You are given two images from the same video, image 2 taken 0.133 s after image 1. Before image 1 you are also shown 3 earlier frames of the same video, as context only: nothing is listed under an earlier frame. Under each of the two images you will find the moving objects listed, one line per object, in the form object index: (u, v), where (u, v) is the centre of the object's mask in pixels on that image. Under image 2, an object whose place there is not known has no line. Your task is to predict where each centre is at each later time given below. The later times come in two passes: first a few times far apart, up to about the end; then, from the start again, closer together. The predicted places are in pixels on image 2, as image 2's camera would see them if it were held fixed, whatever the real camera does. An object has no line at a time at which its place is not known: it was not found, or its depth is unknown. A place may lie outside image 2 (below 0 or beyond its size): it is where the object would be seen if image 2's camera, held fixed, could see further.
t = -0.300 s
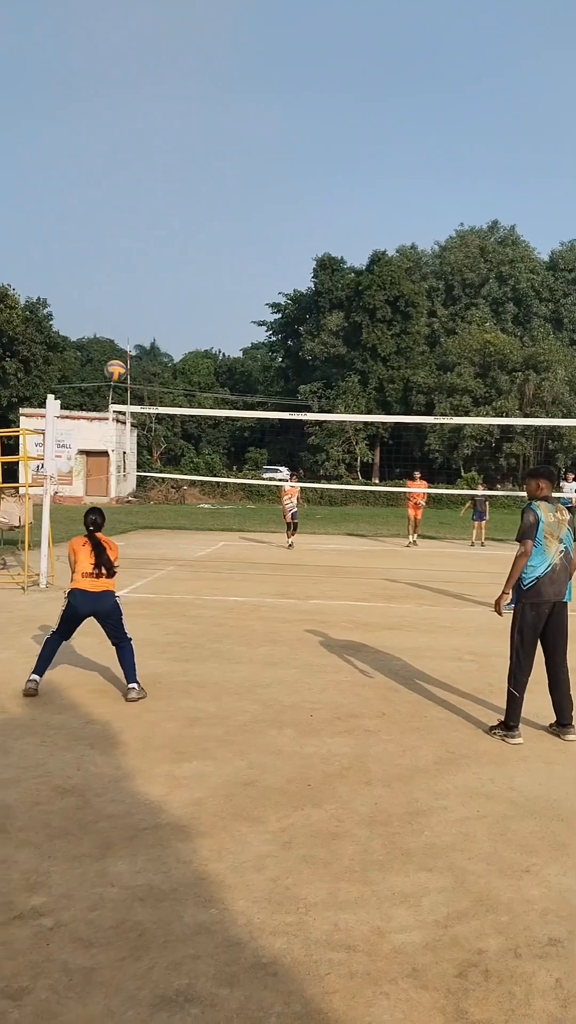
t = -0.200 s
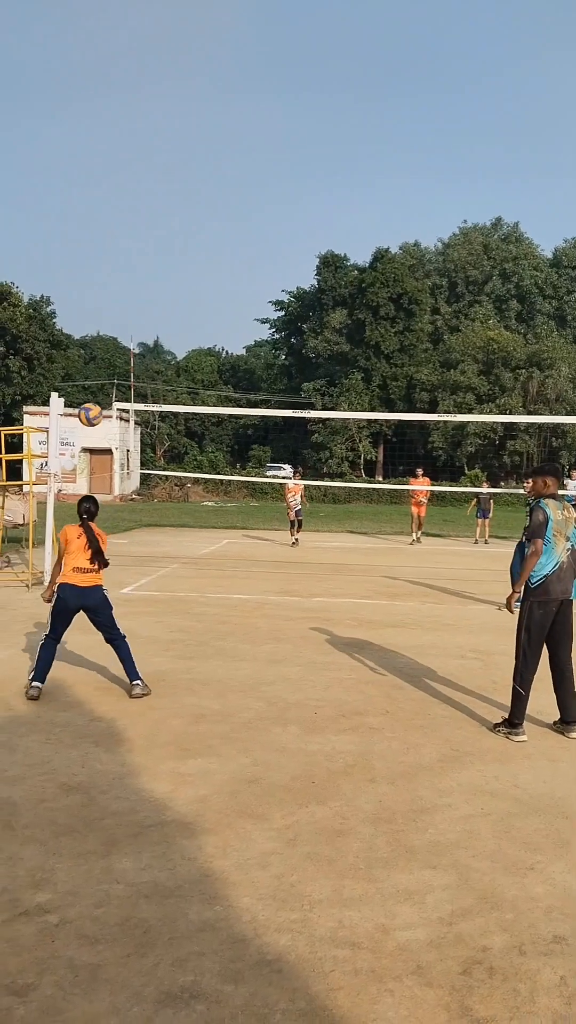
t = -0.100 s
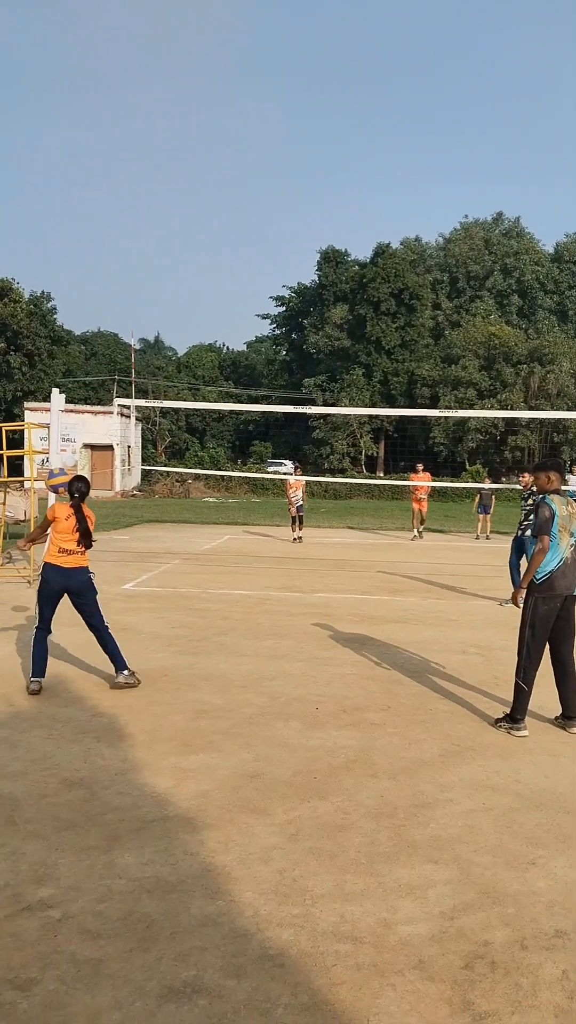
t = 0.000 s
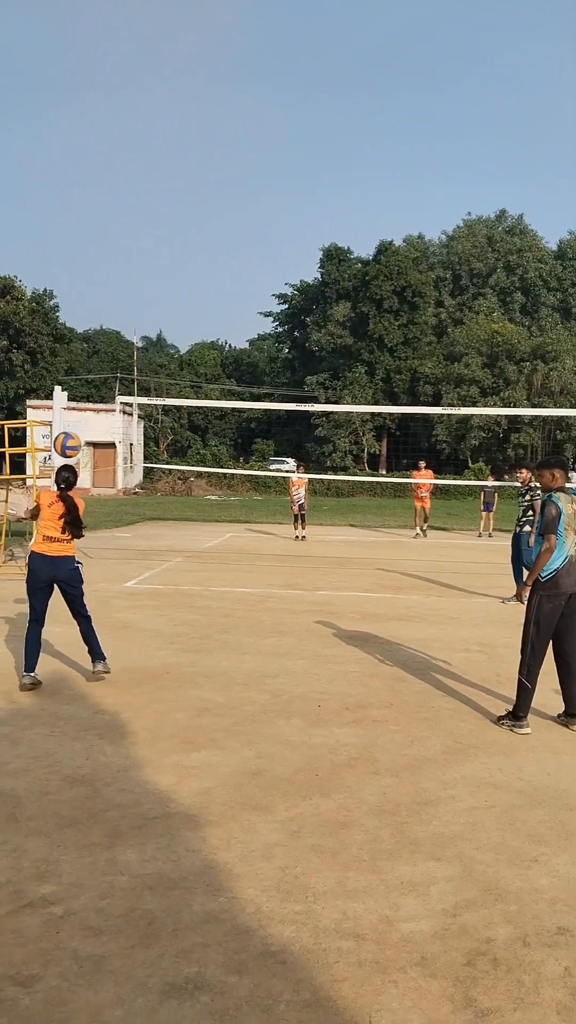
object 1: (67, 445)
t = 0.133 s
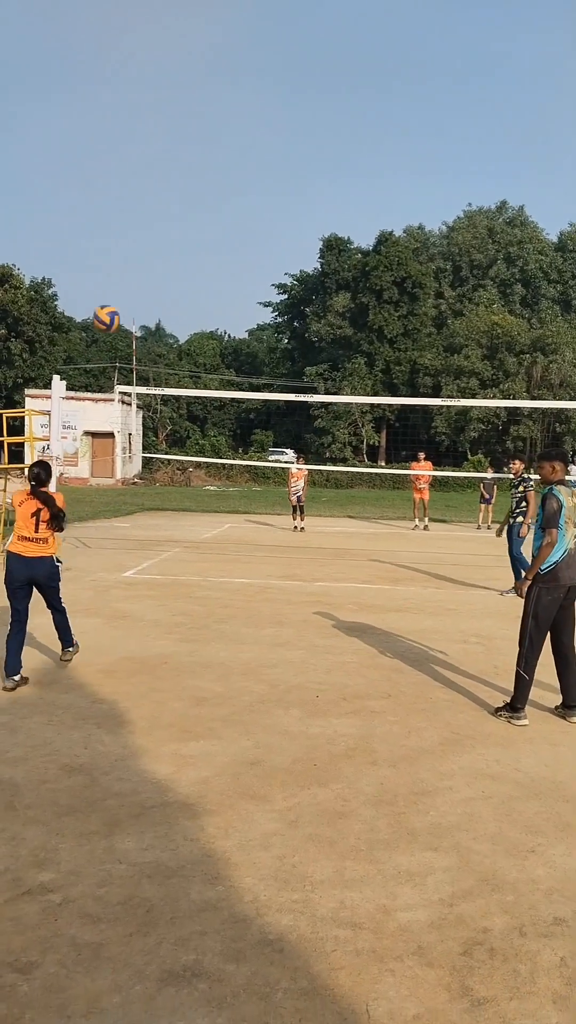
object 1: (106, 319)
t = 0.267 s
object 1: (145, 231)
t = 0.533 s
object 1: (214, 132)
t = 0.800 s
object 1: (274, 121)
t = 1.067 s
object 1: (325, 183)
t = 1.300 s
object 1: (362, 285)
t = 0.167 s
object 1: (116, 294)
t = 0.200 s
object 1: (126, 271)
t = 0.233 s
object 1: (136, 250)
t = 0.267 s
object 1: (145, 231)
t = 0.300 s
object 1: (154, 213)
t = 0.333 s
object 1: (163, 197)
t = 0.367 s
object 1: (172, 182)
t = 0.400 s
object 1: (181, 169)
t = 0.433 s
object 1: (190, 158)
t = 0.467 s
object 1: (198, 147)
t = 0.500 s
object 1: (206, 139)
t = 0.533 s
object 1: (214, 132)
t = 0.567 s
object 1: (222, 126)
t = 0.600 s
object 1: (230, 121)
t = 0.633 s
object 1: (237, 118)
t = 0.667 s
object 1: (245, 116)
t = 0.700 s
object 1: (253, 116)
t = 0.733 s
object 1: (260, 116)
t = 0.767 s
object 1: (267, 118)
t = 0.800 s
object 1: (274, 121)
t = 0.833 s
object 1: (281, 125)
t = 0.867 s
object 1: (288, 130)
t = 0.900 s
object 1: (294, 136)
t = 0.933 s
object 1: (300, 143)
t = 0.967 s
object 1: (307, 152)
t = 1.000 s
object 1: (314, 161)
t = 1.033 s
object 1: (319, 172)
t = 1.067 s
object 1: (325, 183)
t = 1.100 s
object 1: (331, 195)
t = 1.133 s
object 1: (337, 207)
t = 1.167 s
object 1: (342, 222)
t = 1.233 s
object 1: (350, 252)
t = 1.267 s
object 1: (357, 268)
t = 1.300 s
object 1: (362, 285)
